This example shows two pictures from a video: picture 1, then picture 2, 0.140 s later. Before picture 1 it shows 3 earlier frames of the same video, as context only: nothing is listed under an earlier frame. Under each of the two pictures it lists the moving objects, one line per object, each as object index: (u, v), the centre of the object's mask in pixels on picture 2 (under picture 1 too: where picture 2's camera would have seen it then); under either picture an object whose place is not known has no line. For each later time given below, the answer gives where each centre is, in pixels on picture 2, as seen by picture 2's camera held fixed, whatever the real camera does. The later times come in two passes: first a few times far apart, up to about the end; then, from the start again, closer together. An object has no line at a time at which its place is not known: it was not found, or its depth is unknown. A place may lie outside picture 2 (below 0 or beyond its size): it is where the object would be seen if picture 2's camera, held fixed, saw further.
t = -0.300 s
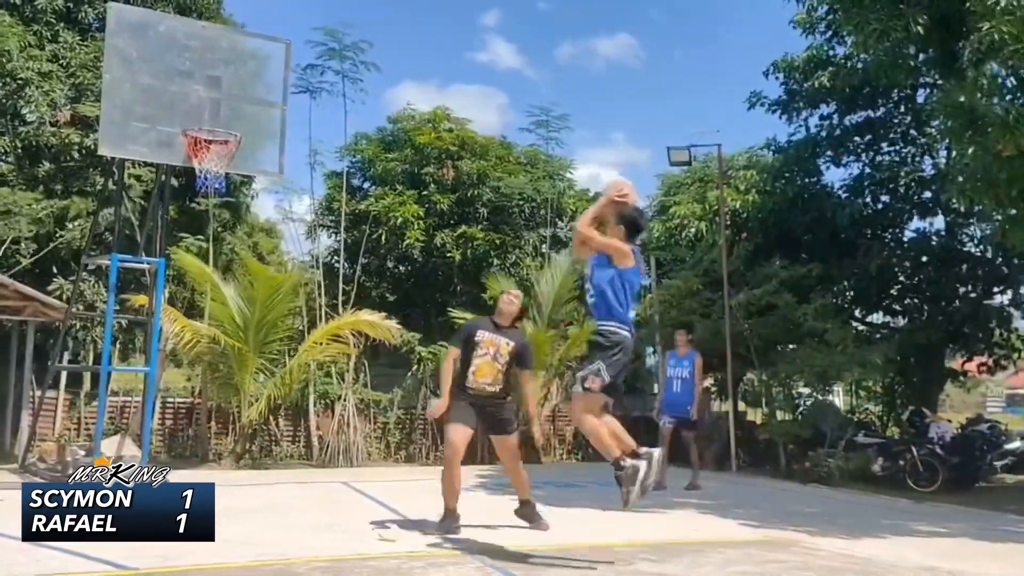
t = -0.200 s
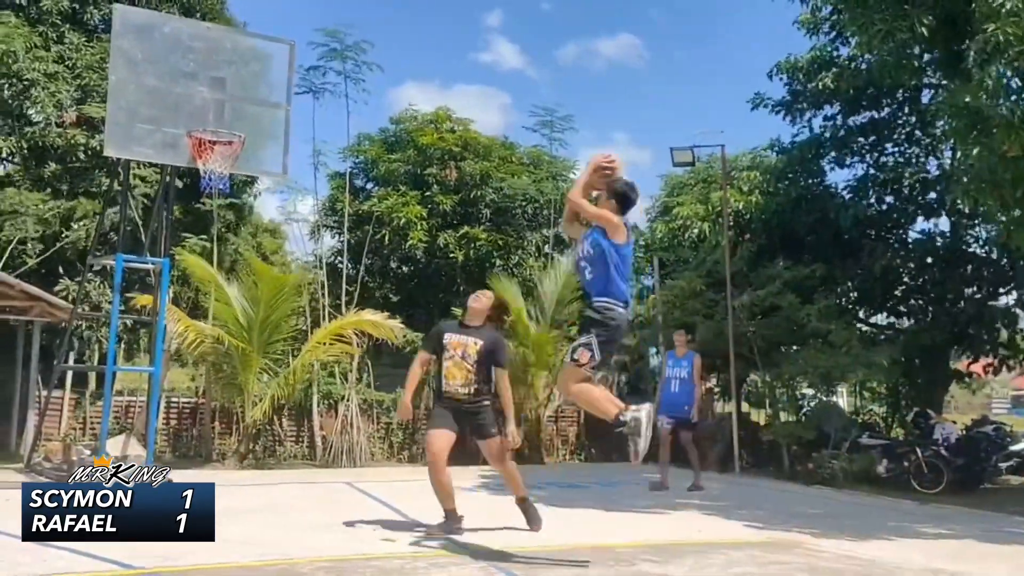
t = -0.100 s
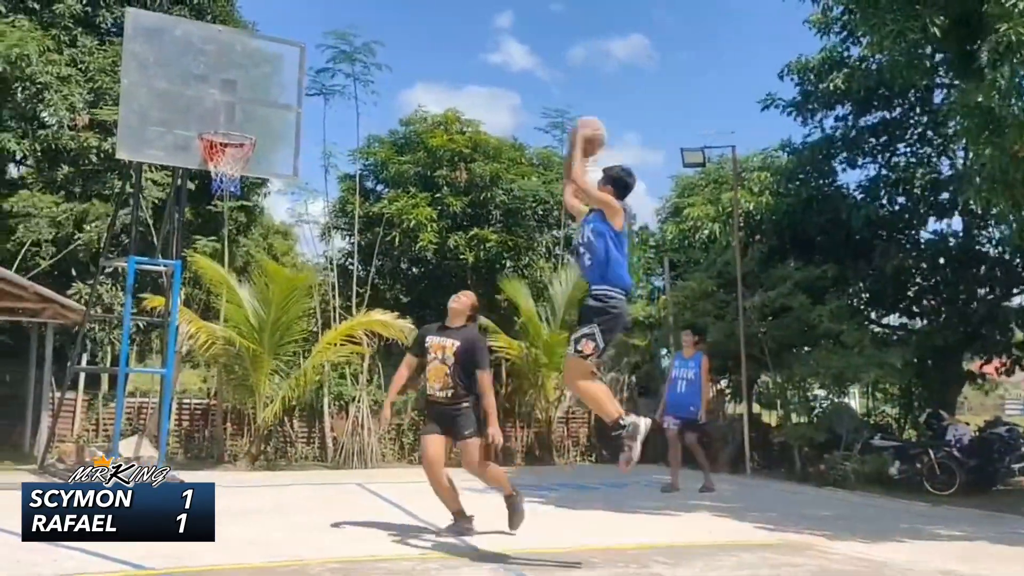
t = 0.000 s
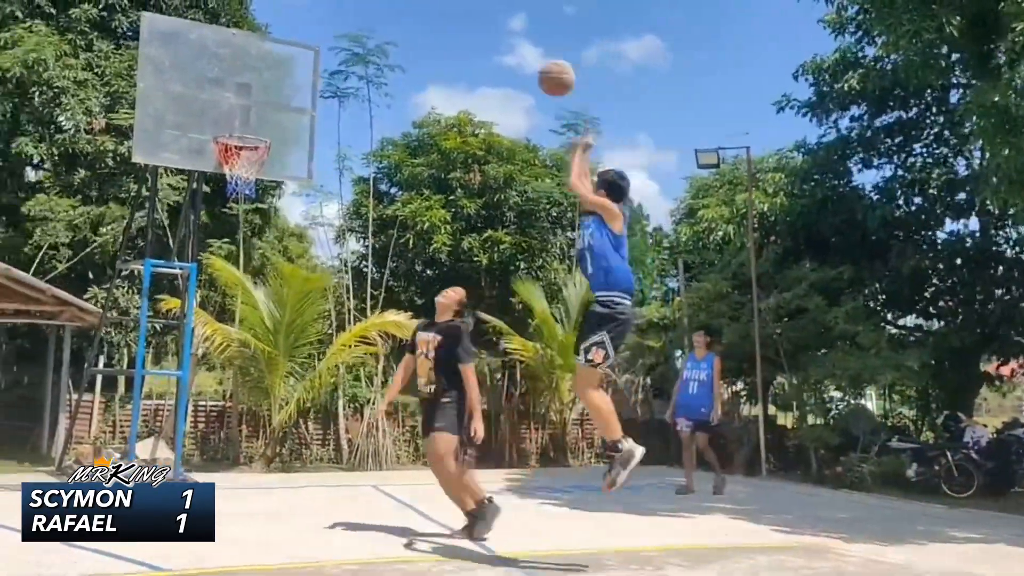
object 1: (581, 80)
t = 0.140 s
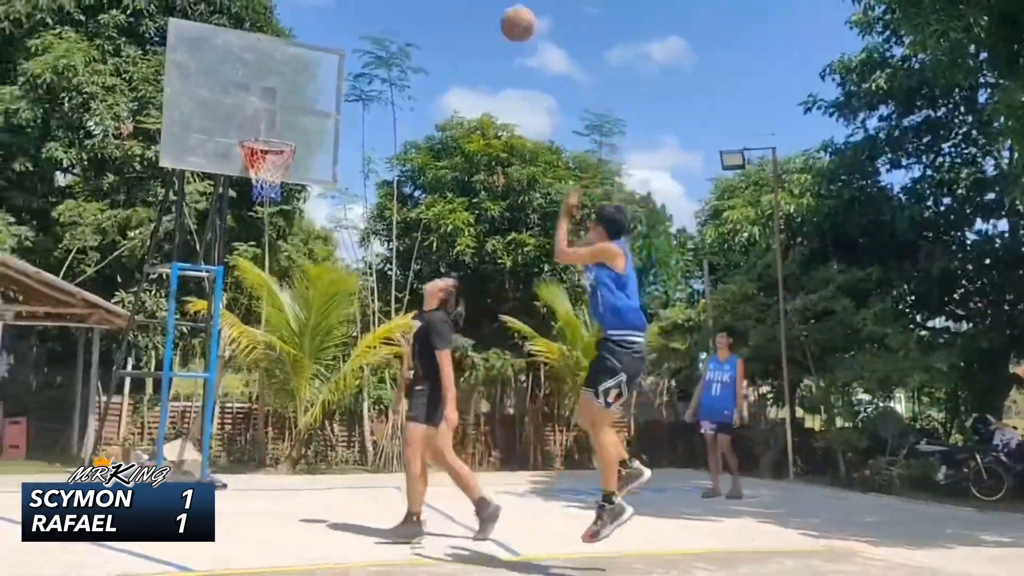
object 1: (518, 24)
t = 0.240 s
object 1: (477, 7)
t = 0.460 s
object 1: (396, 5)
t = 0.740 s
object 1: (302, 88)
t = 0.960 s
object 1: (255, 170)
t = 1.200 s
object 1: (254, 206)
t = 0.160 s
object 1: (509, 19)
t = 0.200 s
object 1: (493, 12)
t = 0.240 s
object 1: (477, 7)
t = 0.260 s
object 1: (470, 6)
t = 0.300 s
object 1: (454, 3)
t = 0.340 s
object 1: (439, 2)
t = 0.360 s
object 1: (433, 2)
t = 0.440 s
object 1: (403, 3)
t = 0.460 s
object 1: (396, 5)
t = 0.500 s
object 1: (382, 11)
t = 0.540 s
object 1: (368, 20)
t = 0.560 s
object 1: (361, 25)
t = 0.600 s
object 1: (347, 37)
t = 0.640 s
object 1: (334, 49)
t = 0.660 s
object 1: (328, 56)
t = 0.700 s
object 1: (315, 71)
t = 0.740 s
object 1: (302, 88)
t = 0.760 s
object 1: (296, 96)
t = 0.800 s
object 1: (284, 117)
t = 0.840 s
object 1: (272, 137)
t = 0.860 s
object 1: (264, 148)
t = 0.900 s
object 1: (252, 163)
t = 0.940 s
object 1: (252, 170)
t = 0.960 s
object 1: (255, 170)
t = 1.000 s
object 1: (253, 173)
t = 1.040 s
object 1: (253, 174)
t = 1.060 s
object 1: (254, 177)
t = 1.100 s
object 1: (255, 181)
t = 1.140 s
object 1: (254, 188)
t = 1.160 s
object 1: (254, 195)
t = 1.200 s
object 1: (254, 206)
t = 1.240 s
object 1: (254, 218)
